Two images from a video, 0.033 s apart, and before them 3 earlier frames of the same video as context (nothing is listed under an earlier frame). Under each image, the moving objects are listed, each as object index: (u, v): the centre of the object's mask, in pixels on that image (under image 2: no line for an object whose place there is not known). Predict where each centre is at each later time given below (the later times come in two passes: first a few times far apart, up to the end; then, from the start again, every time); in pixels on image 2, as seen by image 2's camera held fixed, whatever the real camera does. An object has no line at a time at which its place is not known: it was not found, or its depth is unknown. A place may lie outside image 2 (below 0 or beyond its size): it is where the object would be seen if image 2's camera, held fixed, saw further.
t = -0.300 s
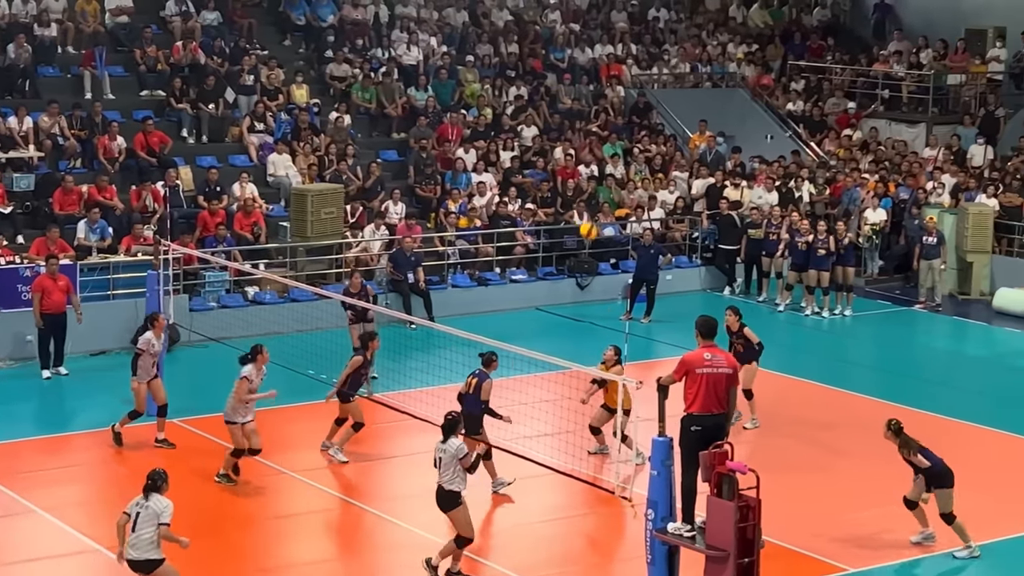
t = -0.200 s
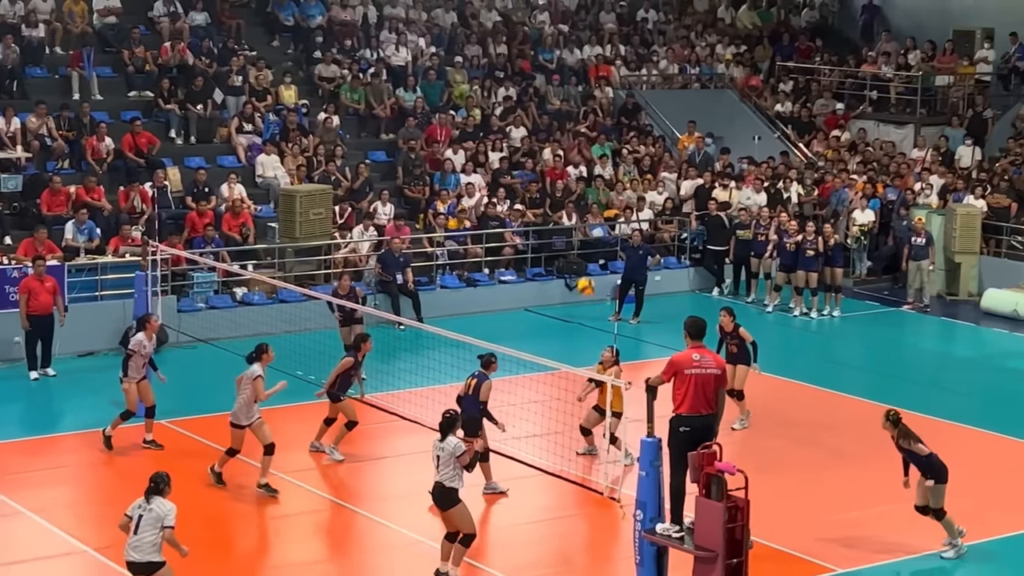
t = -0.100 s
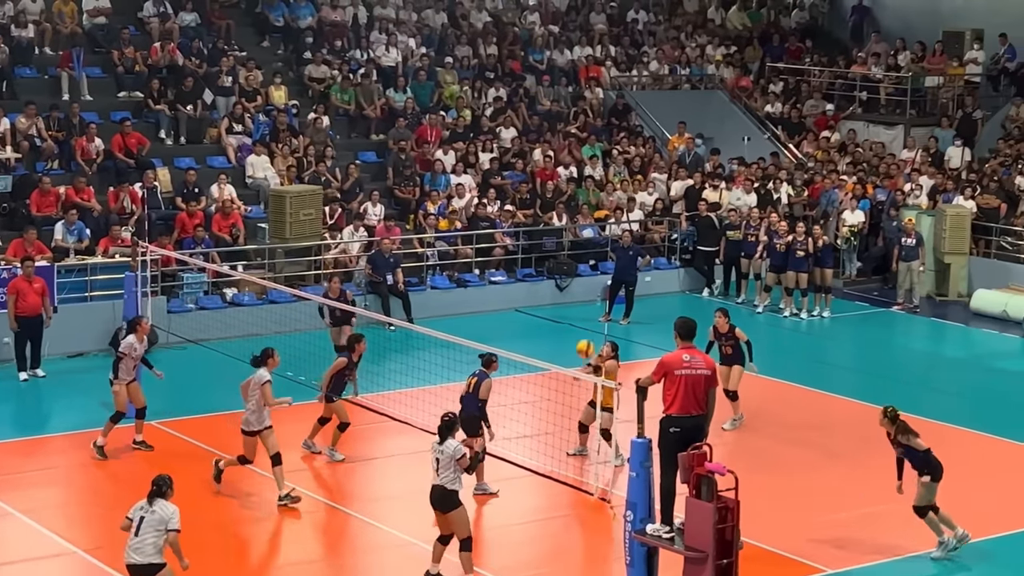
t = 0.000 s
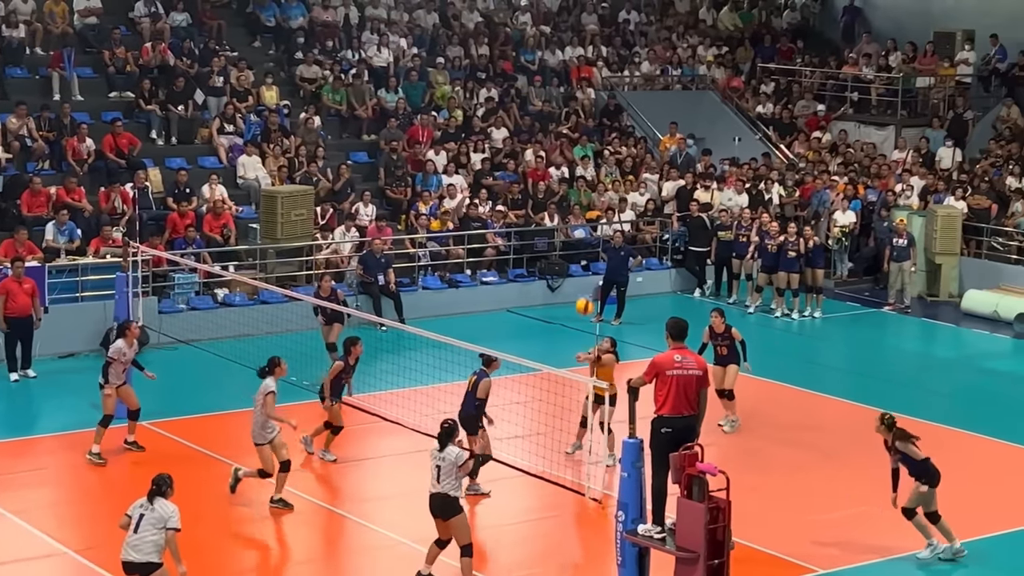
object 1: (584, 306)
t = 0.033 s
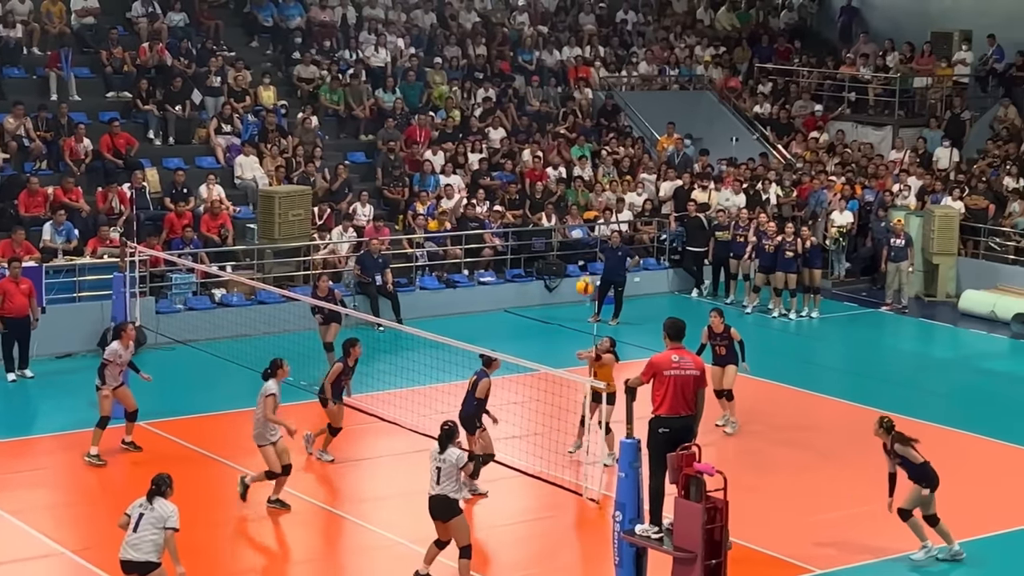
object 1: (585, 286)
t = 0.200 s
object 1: (597, 197)
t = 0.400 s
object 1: (615, 117)
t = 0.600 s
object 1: (630, 73)
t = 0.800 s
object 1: (645, 60)
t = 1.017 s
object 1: (663, 92)
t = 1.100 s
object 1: (669, 117)
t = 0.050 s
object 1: (586, 276)
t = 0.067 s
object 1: (587, 266)
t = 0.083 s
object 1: (588, 257)
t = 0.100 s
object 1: (590, 248)
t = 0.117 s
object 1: (591, 239)
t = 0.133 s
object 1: (593, 229)
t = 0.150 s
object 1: (593, 220)
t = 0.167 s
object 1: (593, 213)
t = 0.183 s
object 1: (596, 204)
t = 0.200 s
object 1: (597, 197)
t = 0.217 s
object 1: (598, 190)
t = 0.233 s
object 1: (600, 181)
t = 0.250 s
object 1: (602, 173)
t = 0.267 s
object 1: (603, 166)
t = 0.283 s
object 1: (604, 159)
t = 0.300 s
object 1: (605, 153)
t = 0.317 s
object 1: (606, 146)
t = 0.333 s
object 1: (608, 140)
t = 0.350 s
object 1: (609, 135)
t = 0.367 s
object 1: (612, 128)
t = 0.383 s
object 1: (614, 122)
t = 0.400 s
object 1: (615, 117)
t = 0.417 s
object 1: (616, 112)
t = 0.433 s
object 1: (617, 107)
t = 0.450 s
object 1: (619, 103)
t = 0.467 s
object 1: (620, 98)
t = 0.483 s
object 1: (621, 94)
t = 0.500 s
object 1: (622, 90)
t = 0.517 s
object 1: (624, 86)
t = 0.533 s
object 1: (625, 82)
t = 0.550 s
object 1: (627, 79)
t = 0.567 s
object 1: (628, 76)
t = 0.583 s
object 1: (629, 74)
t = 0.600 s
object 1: (630, 73)
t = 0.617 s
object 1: (631, 69)
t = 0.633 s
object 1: (632, 67)
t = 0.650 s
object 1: (634, 65)
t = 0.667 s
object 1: (635, 64)
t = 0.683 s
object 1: (636, 62)
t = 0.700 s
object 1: (638, 62)
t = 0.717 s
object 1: (639, 61)
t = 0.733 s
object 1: (641, 60)
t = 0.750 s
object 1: (642, 61)
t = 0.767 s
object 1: (643, 59)
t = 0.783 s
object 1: (644, 60)
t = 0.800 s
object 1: (645, 60)
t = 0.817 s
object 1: (647, 61)
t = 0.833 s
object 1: (648, 62)
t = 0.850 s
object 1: (649, 64)
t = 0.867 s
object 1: (650, 65)
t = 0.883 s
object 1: (652, 67)
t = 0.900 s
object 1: (653, 69)
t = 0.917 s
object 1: (654, 71)
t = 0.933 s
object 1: (655, 74)
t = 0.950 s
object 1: (656, 76)
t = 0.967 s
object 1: (660, 79)
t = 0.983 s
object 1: (660, 84)
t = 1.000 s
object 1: (662, 87)
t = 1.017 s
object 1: (663, 92)
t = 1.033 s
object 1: (664, 96)
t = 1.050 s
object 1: (666, 101)
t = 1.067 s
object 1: (667, 106)
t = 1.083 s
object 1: (668, 111)
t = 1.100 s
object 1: (669, 117)
